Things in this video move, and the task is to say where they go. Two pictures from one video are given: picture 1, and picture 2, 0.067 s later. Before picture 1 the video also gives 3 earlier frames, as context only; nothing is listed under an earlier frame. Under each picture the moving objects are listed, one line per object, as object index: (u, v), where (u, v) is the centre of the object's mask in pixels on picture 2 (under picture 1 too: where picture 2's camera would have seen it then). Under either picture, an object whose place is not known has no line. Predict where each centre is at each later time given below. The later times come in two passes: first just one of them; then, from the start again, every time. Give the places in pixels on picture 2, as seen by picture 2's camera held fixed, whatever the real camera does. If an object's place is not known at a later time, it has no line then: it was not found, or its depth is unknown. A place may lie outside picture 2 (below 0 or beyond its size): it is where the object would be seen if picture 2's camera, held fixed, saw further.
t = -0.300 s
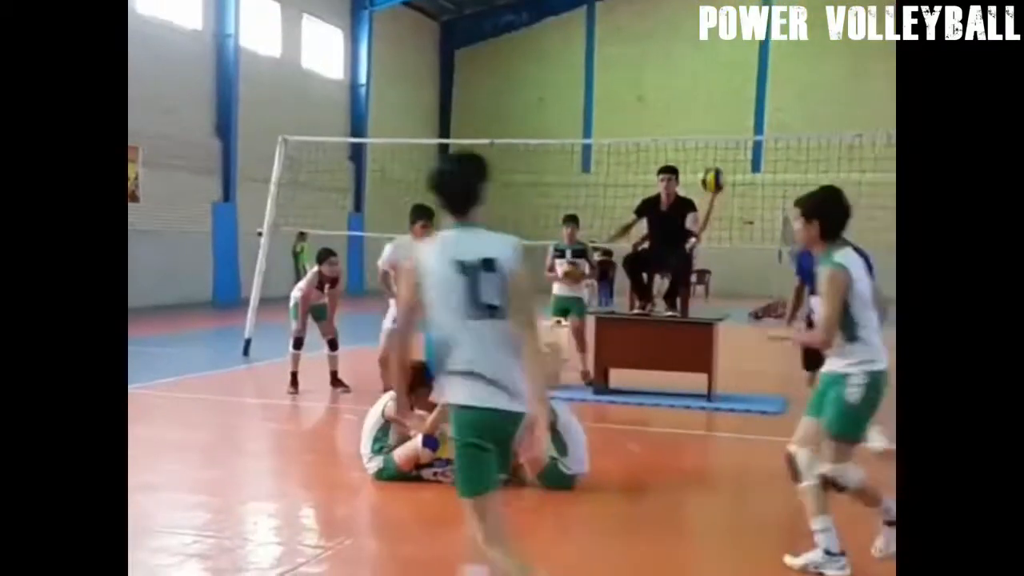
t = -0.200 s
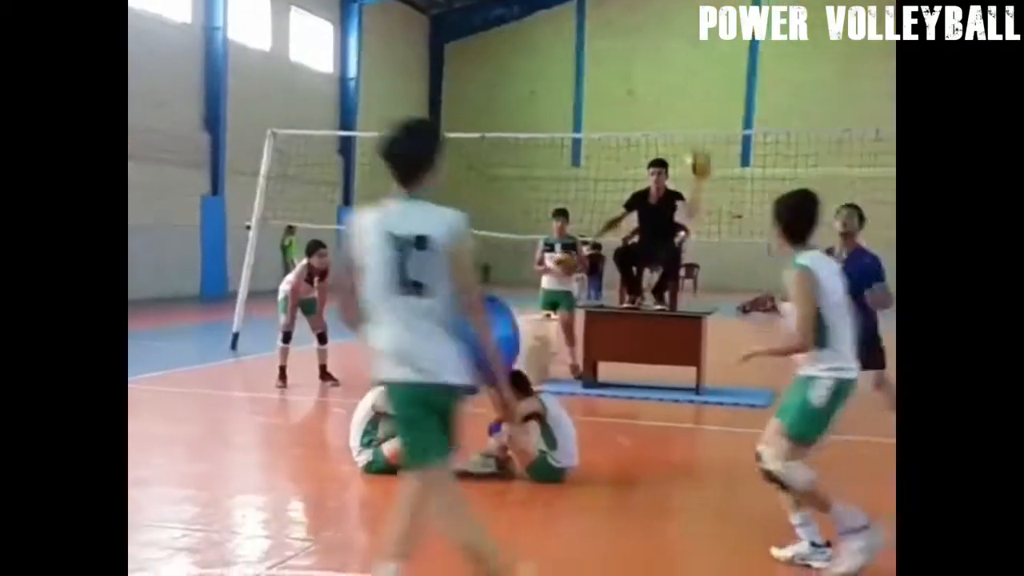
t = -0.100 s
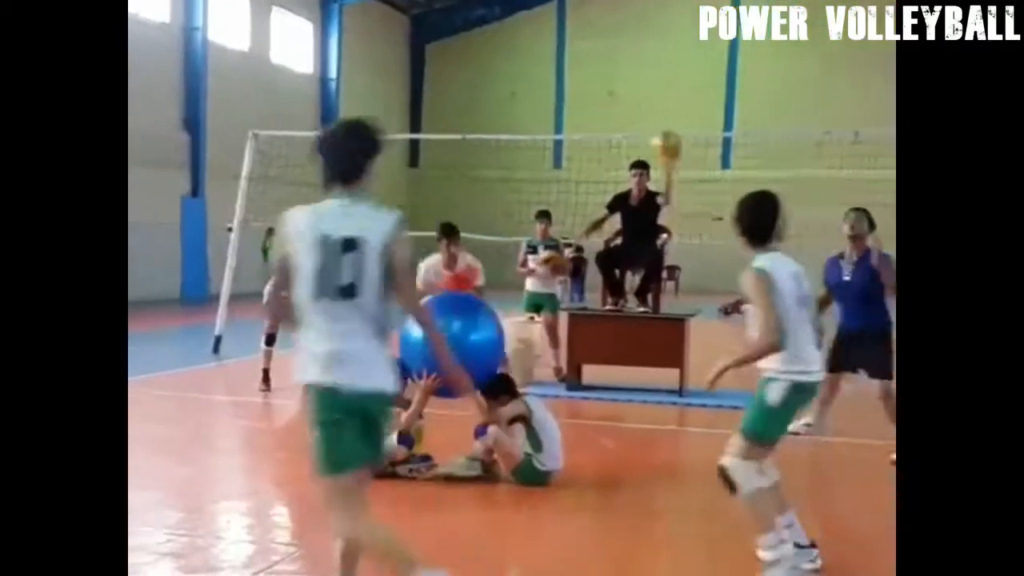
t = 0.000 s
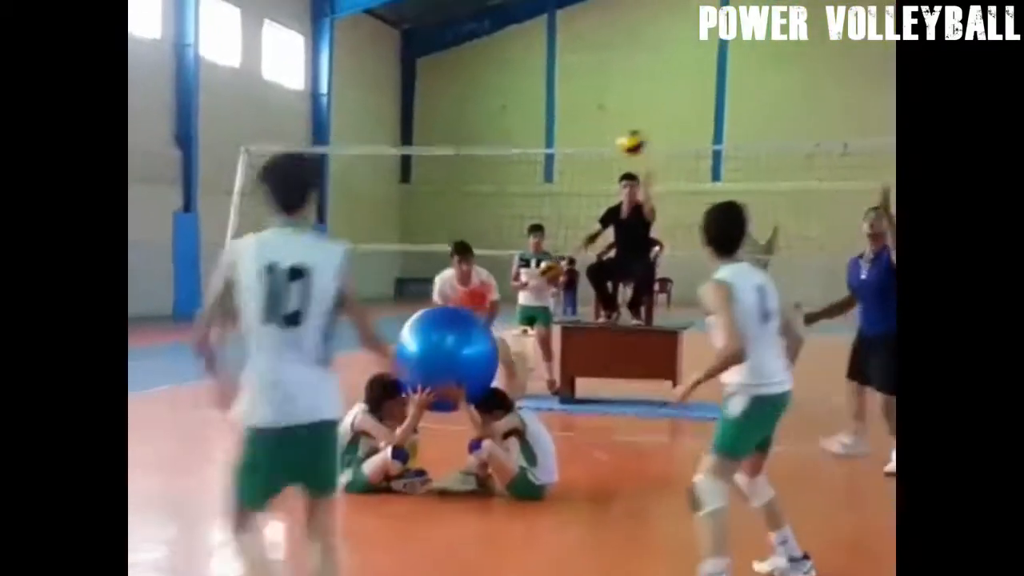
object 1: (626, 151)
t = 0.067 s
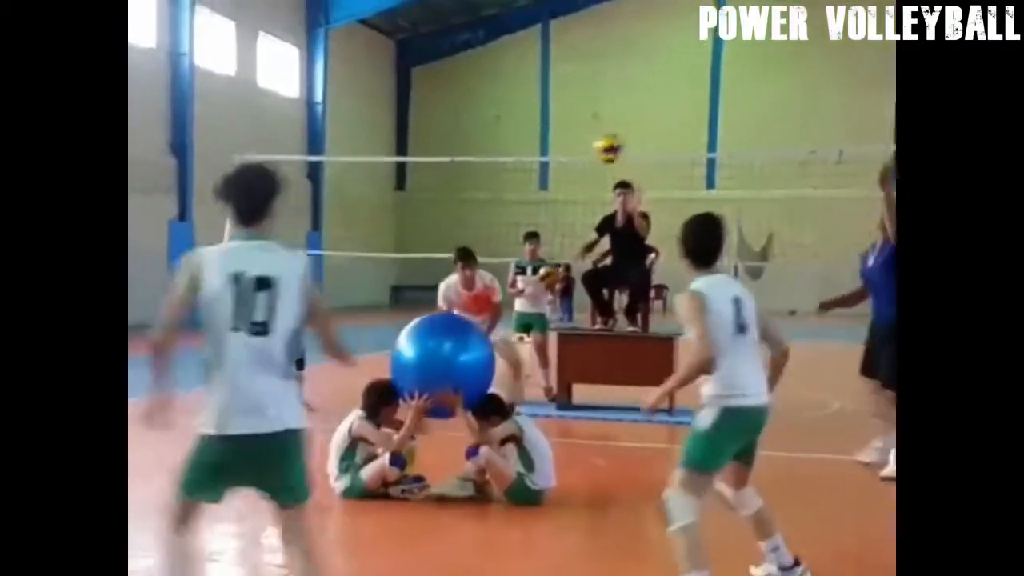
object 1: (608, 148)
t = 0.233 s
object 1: (557, 167)
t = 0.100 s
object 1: (597, 151)
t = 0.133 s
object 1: (586, 154)
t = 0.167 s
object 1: (577, 157)
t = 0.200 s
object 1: (566, 163)
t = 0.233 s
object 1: (557, 167)
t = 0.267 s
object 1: (538, 179)
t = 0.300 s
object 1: (525, 192)
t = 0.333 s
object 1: (511, 205)
